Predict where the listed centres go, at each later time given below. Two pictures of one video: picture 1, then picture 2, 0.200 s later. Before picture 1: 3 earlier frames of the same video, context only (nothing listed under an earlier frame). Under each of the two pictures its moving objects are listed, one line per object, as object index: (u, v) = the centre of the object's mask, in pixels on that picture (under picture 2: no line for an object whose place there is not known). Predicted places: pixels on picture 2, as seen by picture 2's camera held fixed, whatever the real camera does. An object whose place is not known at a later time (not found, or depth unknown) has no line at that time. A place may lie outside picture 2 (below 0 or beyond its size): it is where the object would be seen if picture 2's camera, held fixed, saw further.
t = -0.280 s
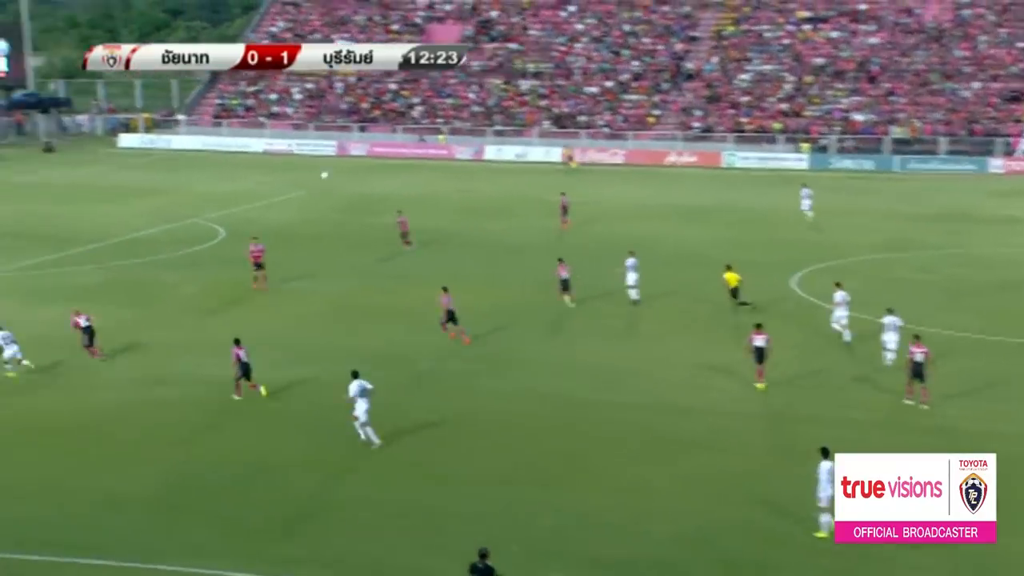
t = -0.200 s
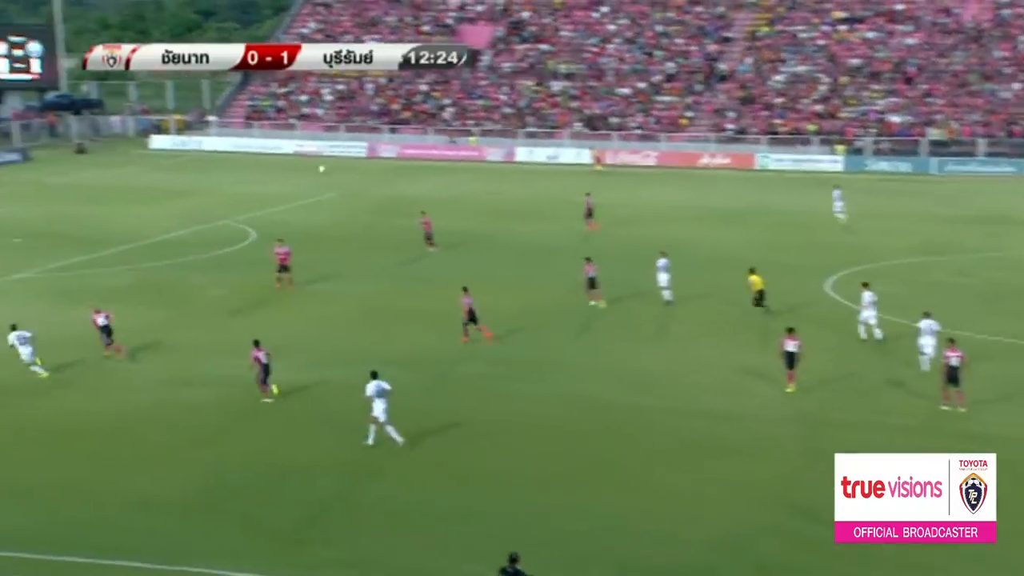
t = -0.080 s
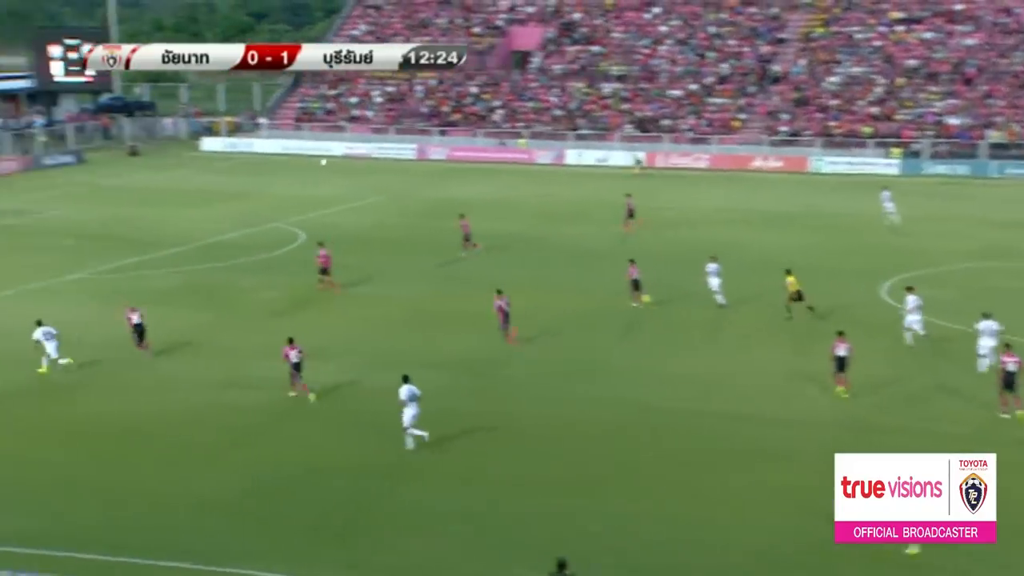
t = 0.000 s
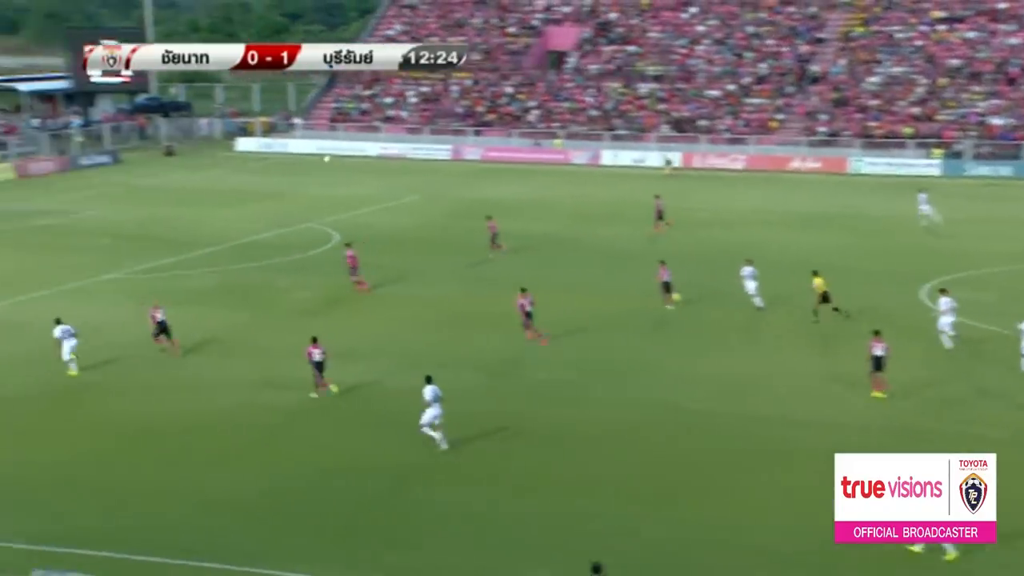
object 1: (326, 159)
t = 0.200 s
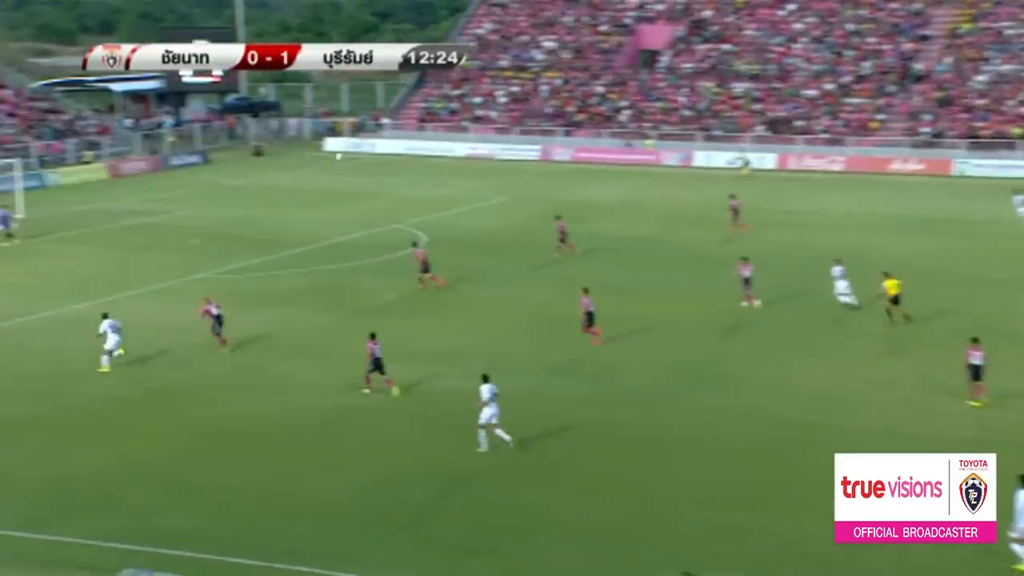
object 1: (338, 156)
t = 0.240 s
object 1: (323, 157)
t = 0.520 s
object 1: (219, 174)
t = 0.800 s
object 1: (119, 211)
